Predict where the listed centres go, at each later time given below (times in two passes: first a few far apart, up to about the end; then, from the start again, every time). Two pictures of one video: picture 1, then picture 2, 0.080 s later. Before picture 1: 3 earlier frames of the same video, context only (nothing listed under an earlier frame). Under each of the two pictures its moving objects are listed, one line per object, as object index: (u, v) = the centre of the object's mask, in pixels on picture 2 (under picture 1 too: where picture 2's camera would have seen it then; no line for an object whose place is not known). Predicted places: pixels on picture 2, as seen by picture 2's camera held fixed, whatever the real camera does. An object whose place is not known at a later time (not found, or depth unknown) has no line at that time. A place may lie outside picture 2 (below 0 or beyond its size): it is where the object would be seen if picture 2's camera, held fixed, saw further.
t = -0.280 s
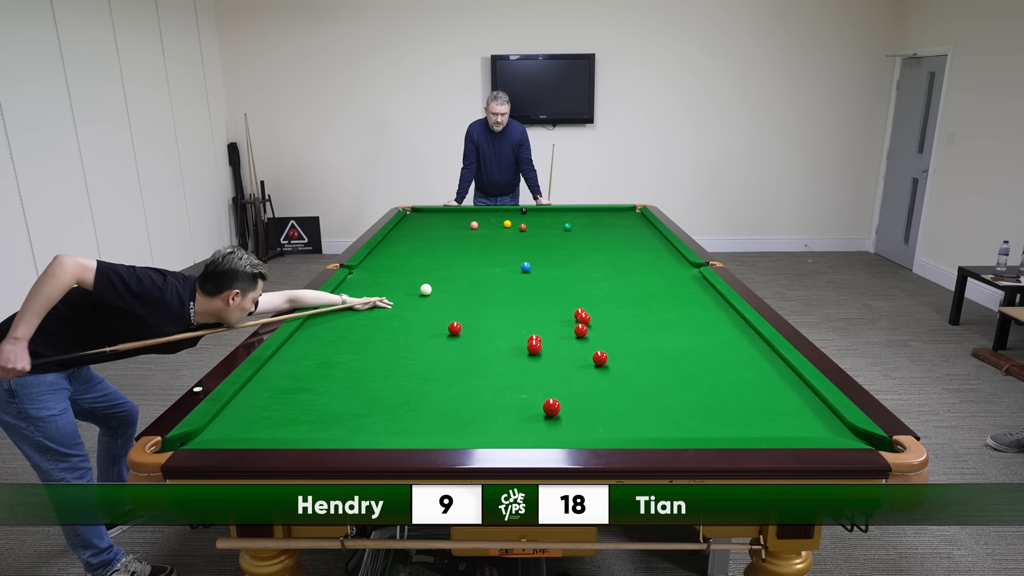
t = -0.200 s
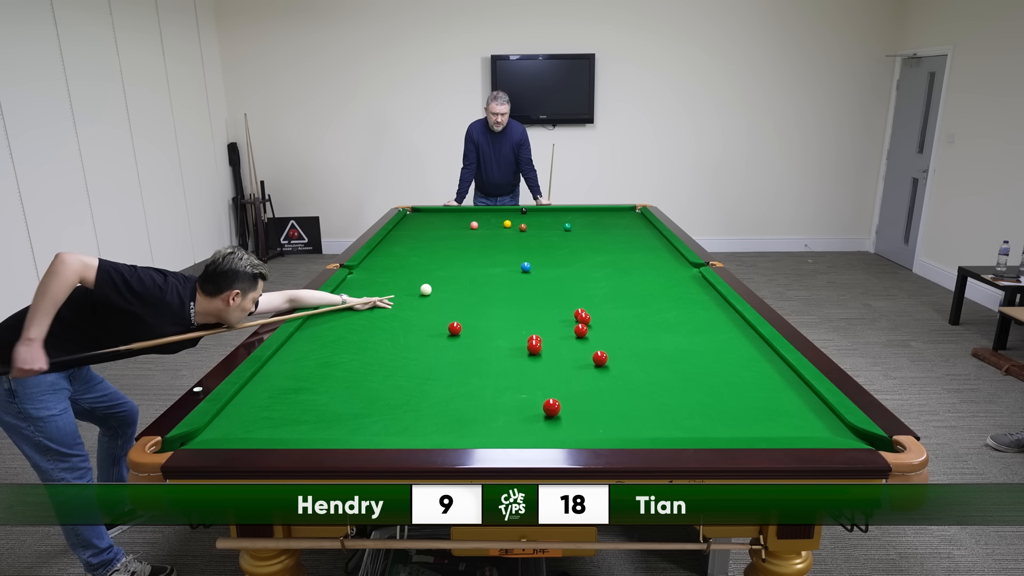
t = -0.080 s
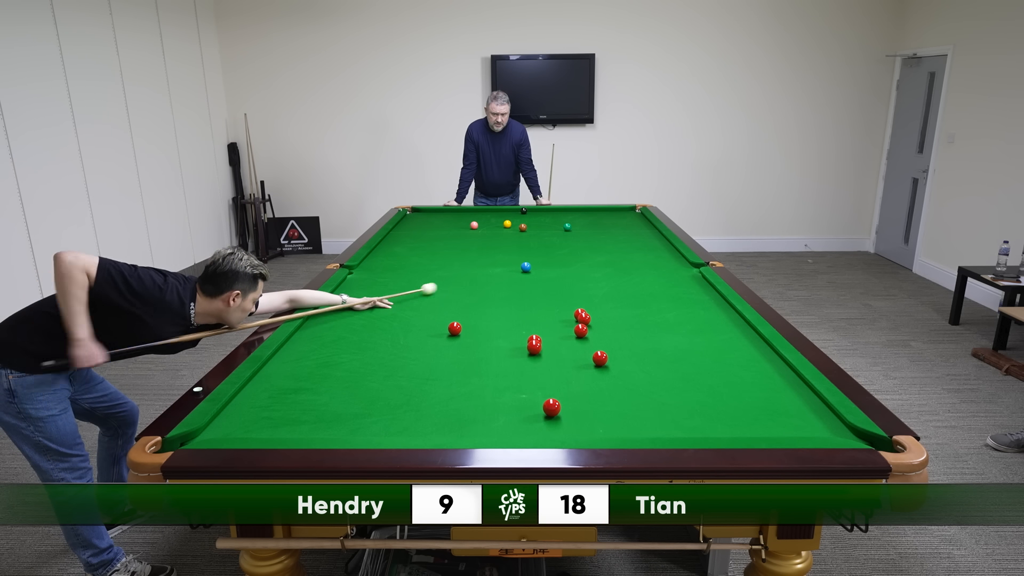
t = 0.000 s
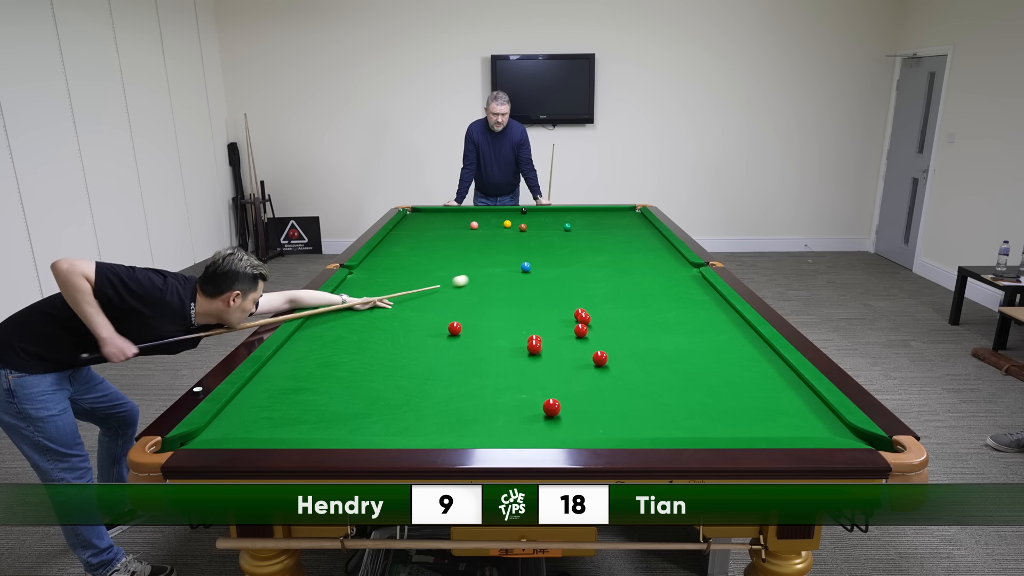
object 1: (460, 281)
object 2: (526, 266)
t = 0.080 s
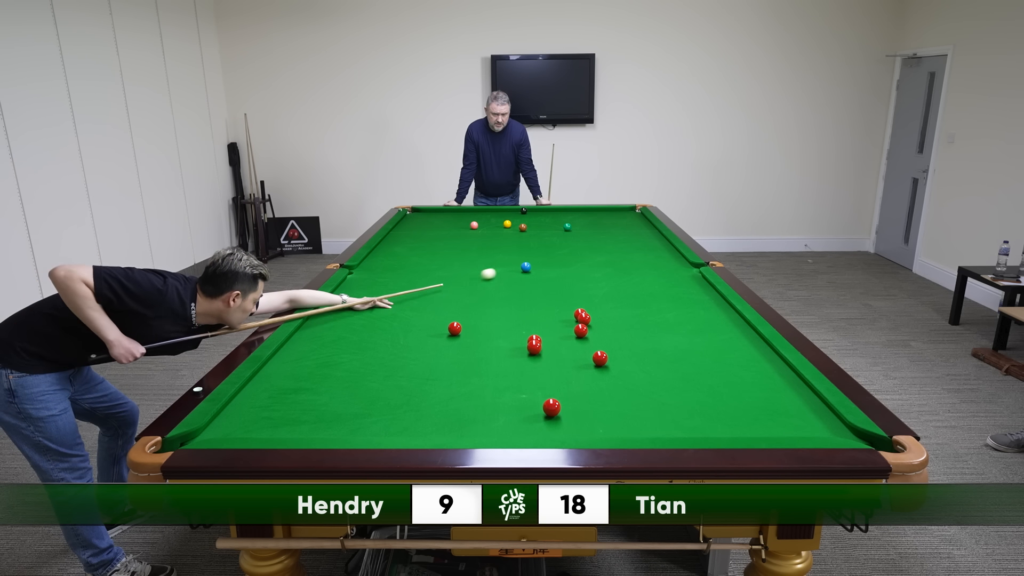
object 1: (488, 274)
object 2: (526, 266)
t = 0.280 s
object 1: (518, 260)
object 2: (553, 266)
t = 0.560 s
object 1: (526, 246)
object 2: (607, 266)
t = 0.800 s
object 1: (532, 236)
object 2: (649, 266)
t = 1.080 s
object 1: (539, 226)
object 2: (696, 265)
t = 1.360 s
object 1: (544, 218)
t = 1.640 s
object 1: (549, 211)
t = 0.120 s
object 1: (501, 271)
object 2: (526, 266)
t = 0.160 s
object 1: (513, 268)
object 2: (526, 266)
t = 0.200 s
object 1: (516, 265)
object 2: (534, 266)
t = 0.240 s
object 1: (517, 263)
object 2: (544, 266)
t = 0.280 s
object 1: (518, 260)
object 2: (553, 266)
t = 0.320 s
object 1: (519, 258)
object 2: (562, 266)
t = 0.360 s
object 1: (520, 256)
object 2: (571, 266)
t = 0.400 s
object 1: (521, 254)
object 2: (579, 266)
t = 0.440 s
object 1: (523, 252)
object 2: (586, 266)
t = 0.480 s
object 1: (524, 250)
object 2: (593, 266)
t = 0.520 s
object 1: (525, 248)
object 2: (600, 266)
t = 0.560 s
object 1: (526, 246)
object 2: (607, 266)
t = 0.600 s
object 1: (527, 245)
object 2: (614, 266)
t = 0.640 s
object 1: (528, 243)
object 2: (621, 266)
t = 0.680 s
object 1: (529, 241)
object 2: (628, 266)
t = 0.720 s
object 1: (530, 240)
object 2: (635, 266)
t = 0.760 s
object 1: (531, 238)
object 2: (642, 266)
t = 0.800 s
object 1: (532, 236)
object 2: (649, 266)
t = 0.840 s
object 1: (533, 235)
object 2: (656, 265)
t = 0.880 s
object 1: (534, 233)
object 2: (662, 266)
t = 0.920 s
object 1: (535, 232)
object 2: (669, 265)
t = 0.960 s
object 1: (536, 231)
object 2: (676, 265)
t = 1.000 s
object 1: (537, 229)
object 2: (683, 265)
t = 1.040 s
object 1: (538, 228)
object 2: (689, 265)
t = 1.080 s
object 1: (539, 226)
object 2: (696, 265)
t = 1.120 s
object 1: (540, 225)
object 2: (701, 266)
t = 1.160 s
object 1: (540, 224)
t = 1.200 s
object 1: (541, 223)
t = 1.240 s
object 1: (542, 221)
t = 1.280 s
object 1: (543, 220)
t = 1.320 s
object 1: (544, 219)
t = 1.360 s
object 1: (544, 218)
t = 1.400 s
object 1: (545, 217)
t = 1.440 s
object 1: (546, 216)
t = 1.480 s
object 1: (546, 215)
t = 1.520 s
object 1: (547, 214)
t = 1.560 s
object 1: (548, 213)
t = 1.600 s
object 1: (548, 212)
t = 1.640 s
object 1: (549, 211)
